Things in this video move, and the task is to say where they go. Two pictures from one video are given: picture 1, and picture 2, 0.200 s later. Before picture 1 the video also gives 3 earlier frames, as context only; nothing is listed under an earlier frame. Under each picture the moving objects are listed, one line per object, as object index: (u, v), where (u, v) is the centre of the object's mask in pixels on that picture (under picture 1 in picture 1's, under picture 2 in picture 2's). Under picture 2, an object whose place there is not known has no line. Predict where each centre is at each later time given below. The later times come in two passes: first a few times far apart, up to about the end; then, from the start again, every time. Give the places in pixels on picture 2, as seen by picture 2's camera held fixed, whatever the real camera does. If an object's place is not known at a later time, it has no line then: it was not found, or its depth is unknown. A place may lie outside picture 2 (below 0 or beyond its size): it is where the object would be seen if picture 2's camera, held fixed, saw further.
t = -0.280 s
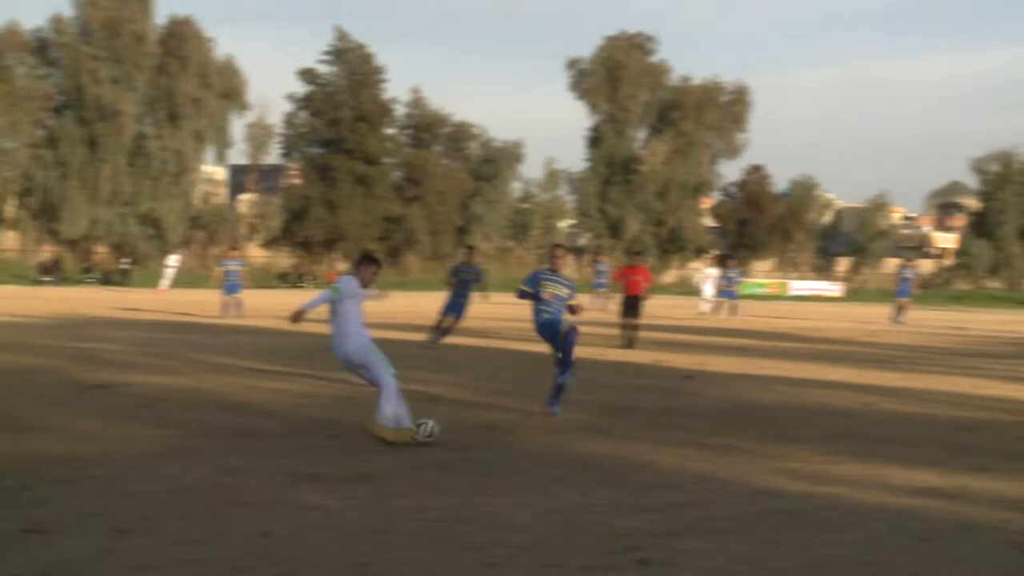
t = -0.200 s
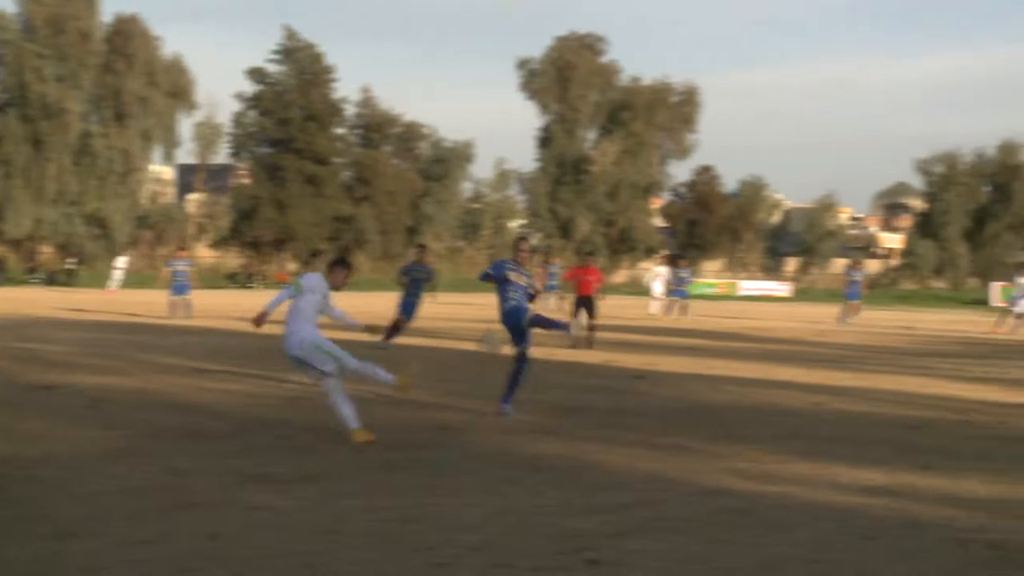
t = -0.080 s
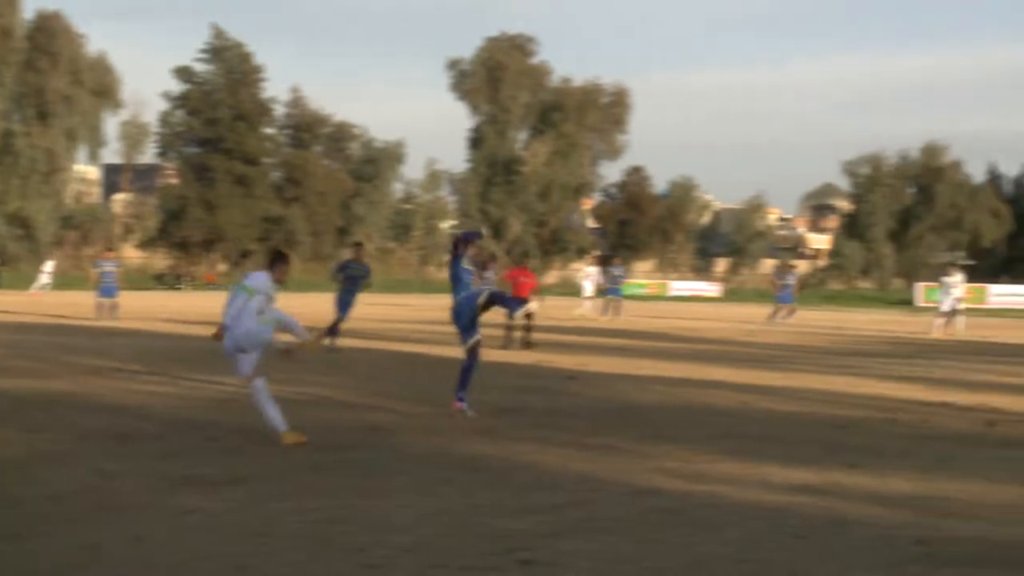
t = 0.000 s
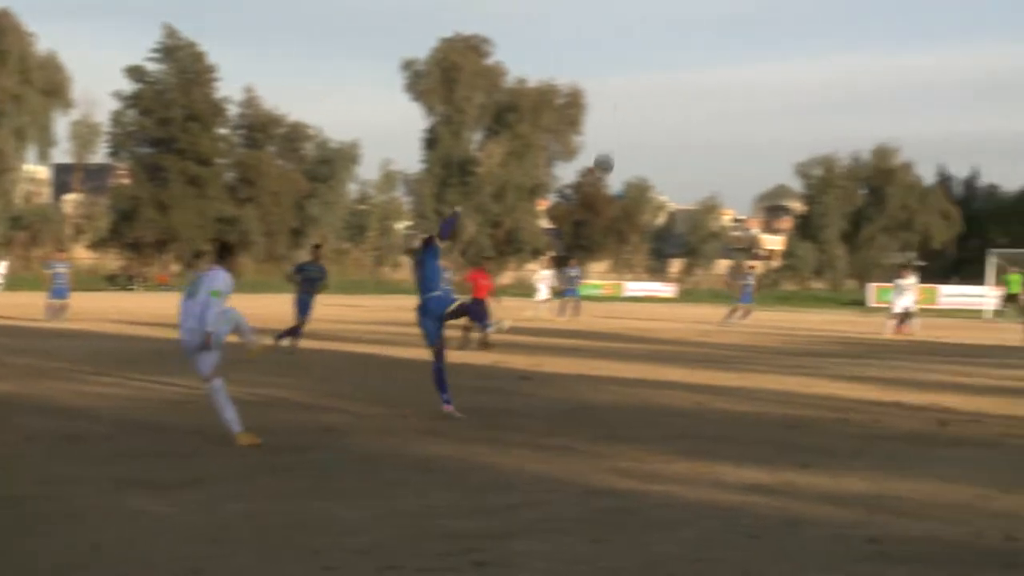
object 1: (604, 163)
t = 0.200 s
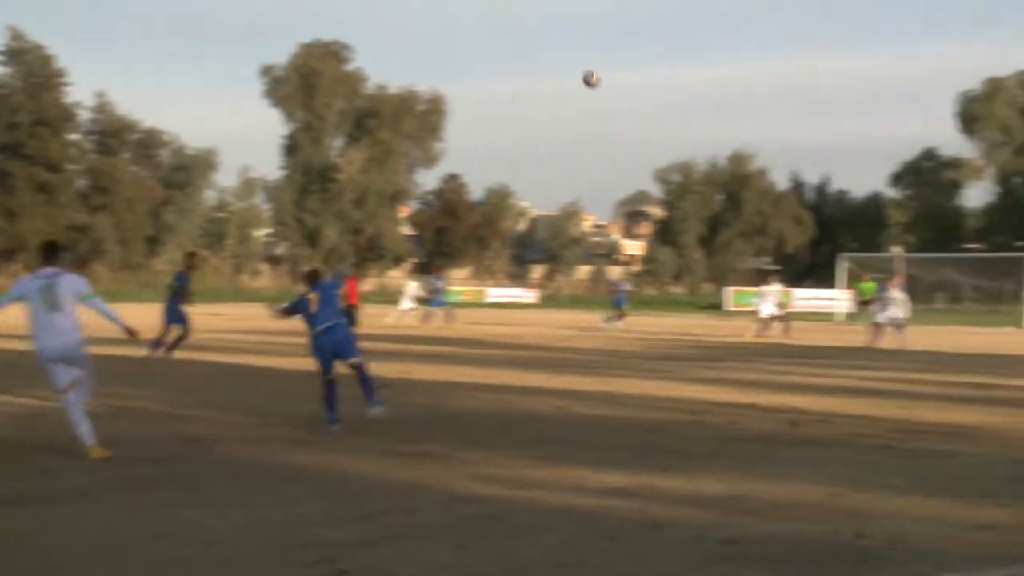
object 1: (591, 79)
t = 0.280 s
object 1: (624, 57)
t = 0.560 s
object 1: (695, 28)
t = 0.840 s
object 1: (724, 49)
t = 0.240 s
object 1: (609, 67)
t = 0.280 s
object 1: (624, 57)
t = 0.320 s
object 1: (639, 49)
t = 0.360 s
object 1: (651, 43)
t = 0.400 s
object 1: (662, 37)
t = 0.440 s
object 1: (672, 34)
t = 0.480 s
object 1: (681, 31)
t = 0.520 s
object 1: (688, 29)
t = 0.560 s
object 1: (695, 28)
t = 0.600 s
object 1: (701, 29)
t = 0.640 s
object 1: (706, 30)
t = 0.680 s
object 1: (711, 32)
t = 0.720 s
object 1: (715, 35)
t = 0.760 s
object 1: (719, 38)
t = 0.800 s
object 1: (722, 43)
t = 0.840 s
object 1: (724, 49)
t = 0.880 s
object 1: (725, 54)
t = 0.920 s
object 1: (727, 61)
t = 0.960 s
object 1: (729, 69)
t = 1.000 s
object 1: (730, 75)
